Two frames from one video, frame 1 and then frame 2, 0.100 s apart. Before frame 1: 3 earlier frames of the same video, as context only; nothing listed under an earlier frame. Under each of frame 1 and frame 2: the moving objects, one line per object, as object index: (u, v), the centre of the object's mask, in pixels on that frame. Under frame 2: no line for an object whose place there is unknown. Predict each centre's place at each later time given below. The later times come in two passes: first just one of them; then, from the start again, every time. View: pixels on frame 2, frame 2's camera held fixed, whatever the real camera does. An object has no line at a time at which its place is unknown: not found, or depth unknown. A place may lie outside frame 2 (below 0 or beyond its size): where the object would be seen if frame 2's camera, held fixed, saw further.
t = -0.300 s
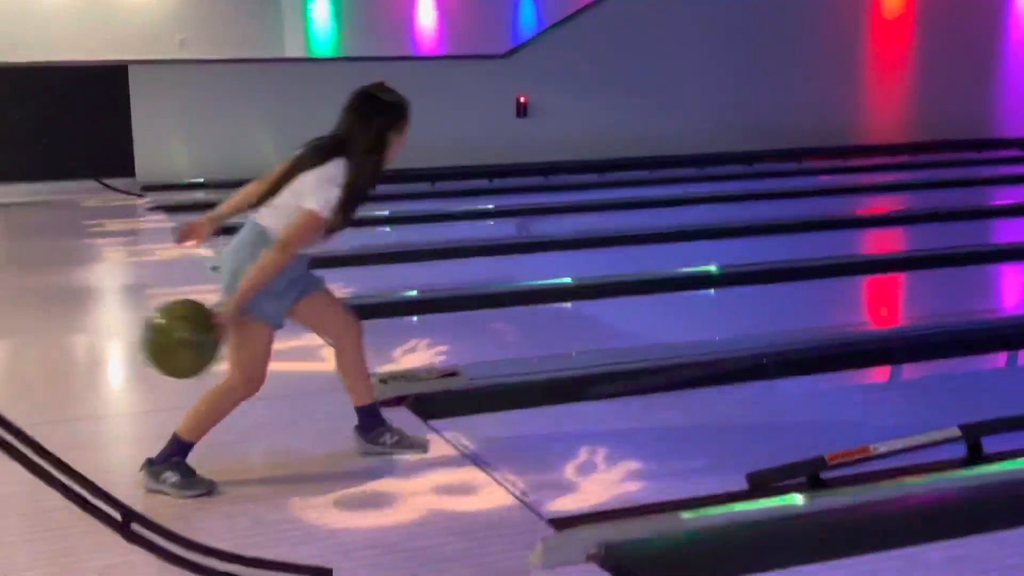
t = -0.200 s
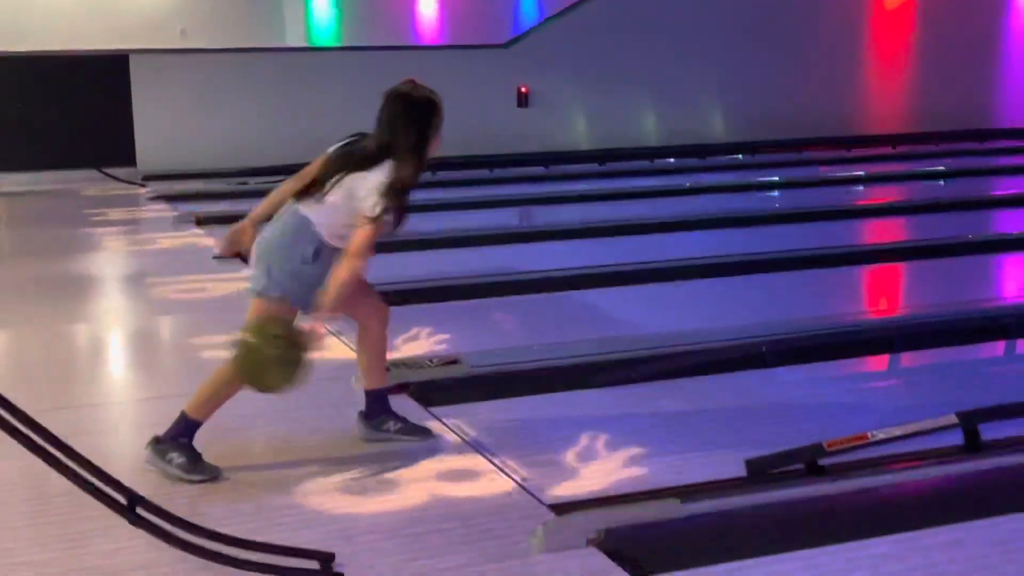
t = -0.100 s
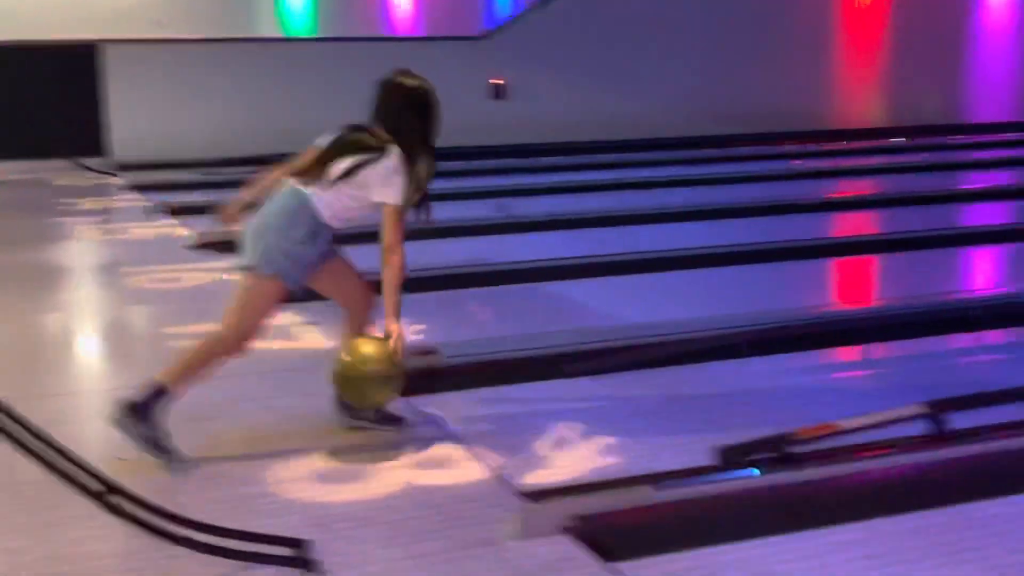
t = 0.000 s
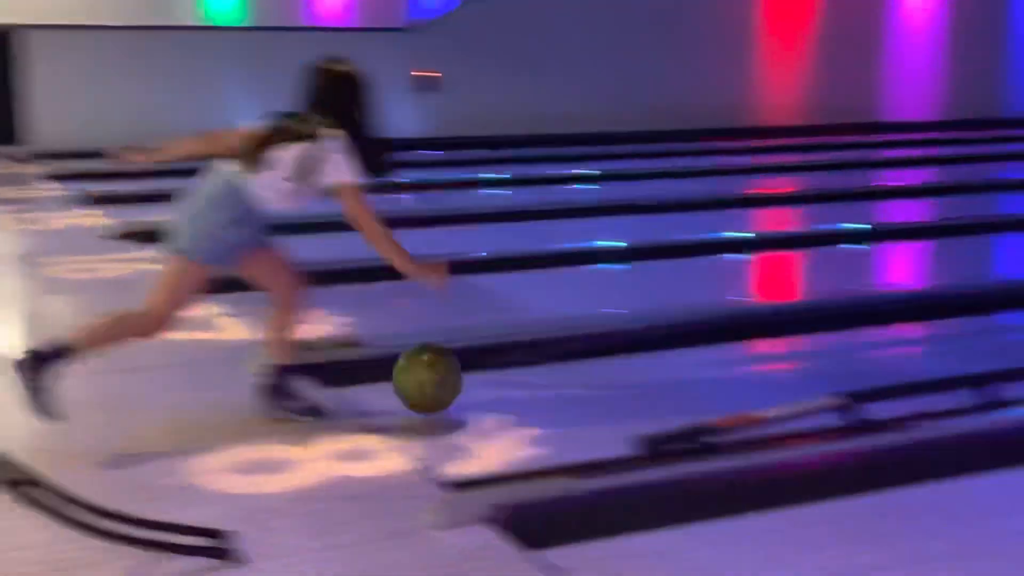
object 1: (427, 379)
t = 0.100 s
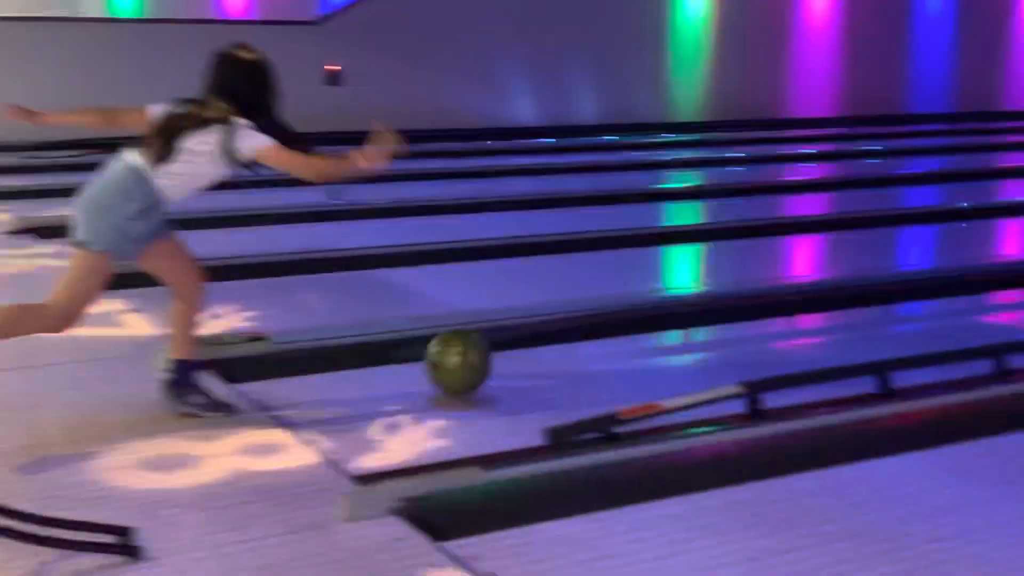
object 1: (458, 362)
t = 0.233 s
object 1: (603, 351)
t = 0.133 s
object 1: (496, 363)
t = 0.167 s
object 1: (533, 361)
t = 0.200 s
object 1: (569, 355)
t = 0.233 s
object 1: (603, 351)
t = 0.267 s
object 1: (637, 347)
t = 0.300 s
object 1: (664, 342)
